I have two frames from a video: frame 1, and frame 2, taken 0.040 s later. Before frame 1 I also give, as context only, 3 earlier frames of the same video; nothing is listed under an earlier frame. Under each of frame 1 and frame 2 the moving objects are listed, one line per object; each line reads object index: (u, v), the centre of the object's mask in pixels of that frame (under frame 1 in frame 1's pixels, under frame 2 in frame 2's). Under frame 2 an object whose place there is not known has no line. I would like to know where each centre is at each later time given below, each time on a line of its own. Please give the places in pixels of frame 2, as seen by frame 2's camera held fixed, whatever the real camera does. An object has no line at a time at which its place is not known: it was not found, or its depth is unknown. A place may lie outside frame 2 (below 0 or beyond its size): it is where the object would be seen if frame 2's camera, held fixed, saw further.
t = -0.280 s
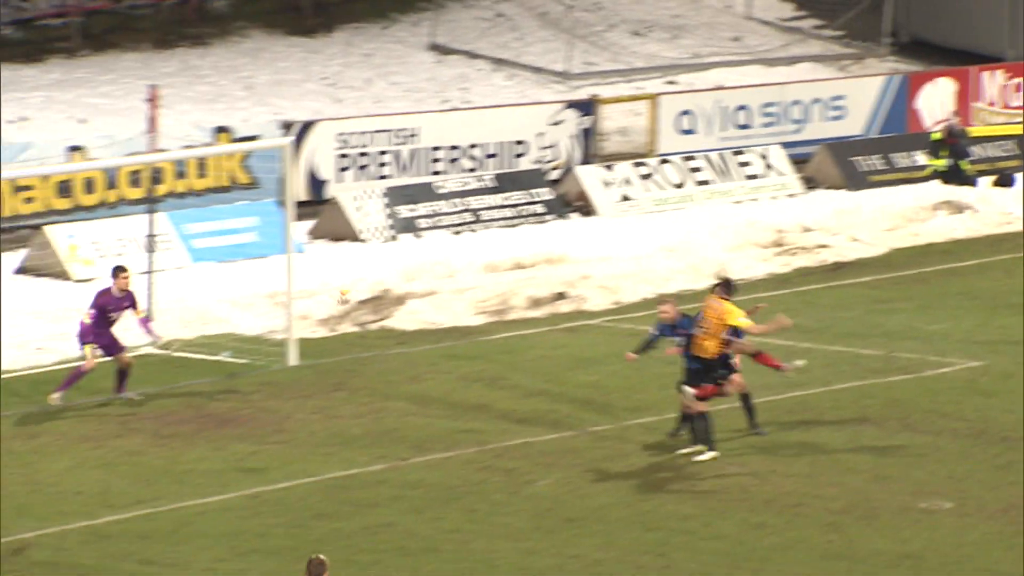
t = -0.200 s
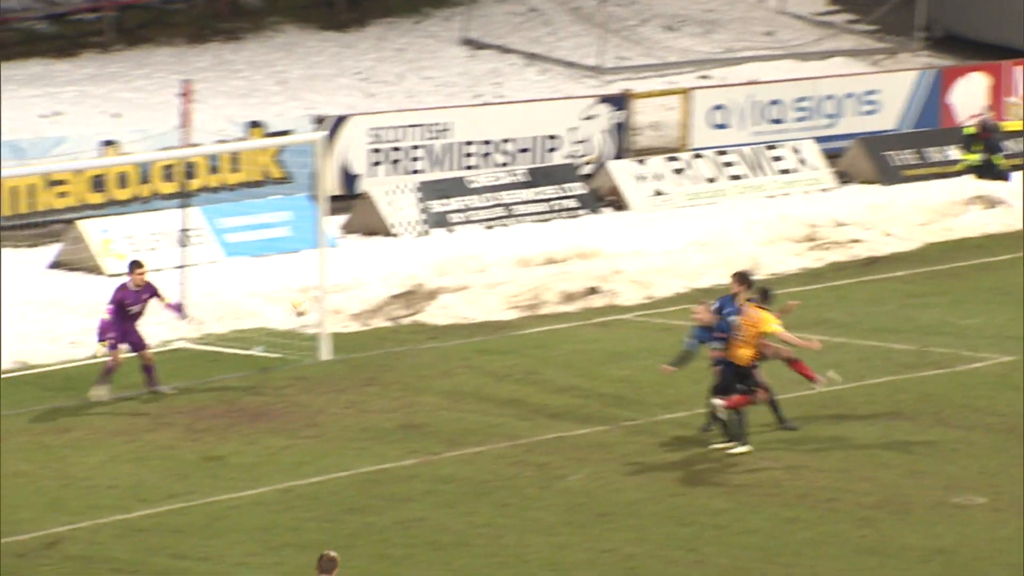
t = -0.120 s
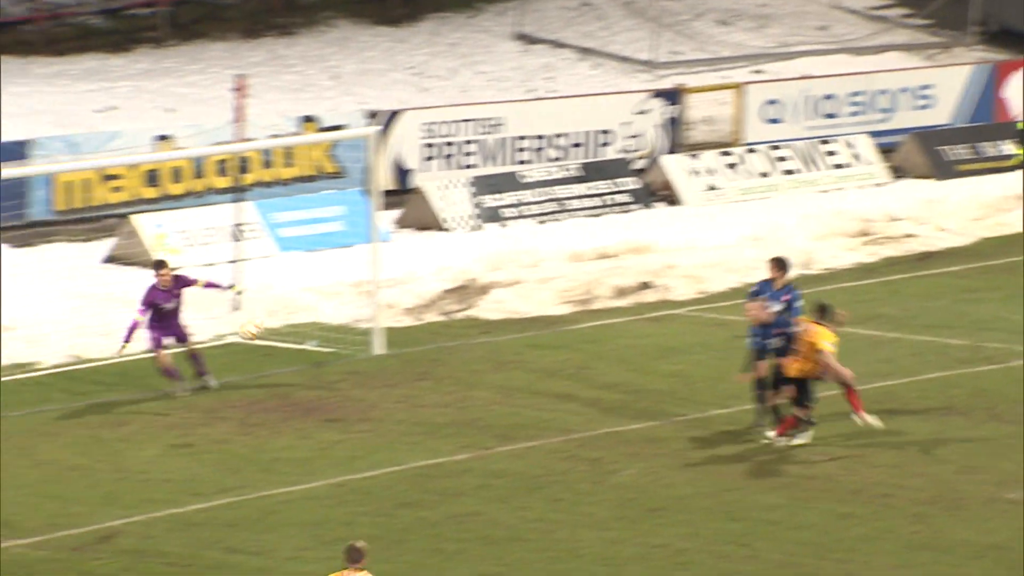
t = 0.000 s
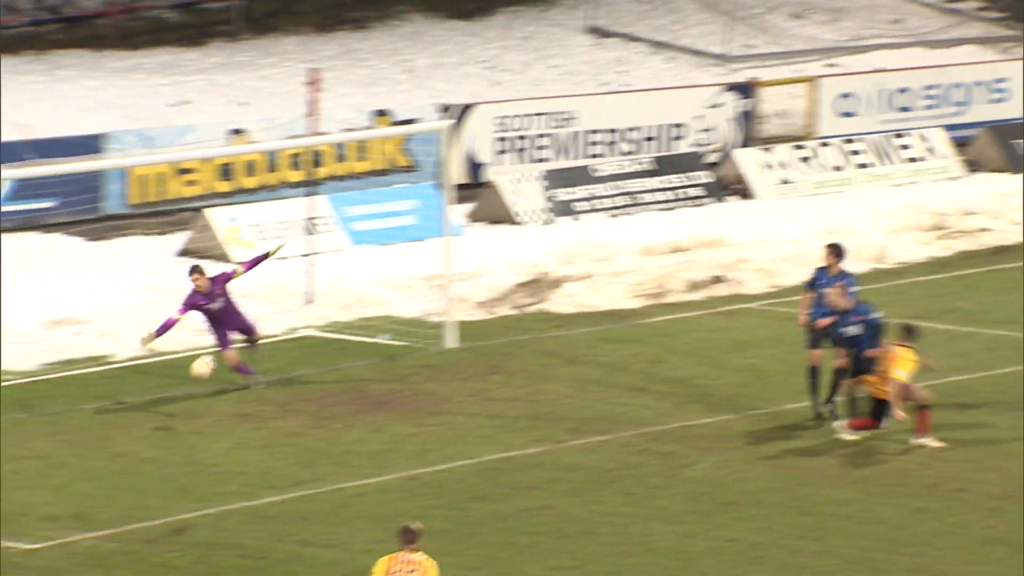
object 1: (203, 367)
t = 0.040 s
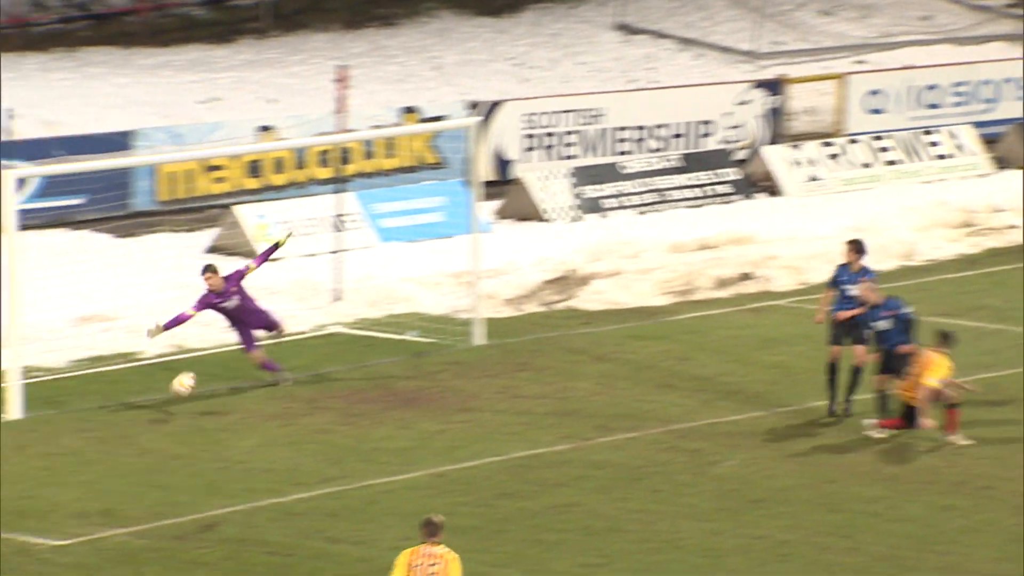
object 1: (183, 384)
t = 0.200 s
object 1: (70, 371)
